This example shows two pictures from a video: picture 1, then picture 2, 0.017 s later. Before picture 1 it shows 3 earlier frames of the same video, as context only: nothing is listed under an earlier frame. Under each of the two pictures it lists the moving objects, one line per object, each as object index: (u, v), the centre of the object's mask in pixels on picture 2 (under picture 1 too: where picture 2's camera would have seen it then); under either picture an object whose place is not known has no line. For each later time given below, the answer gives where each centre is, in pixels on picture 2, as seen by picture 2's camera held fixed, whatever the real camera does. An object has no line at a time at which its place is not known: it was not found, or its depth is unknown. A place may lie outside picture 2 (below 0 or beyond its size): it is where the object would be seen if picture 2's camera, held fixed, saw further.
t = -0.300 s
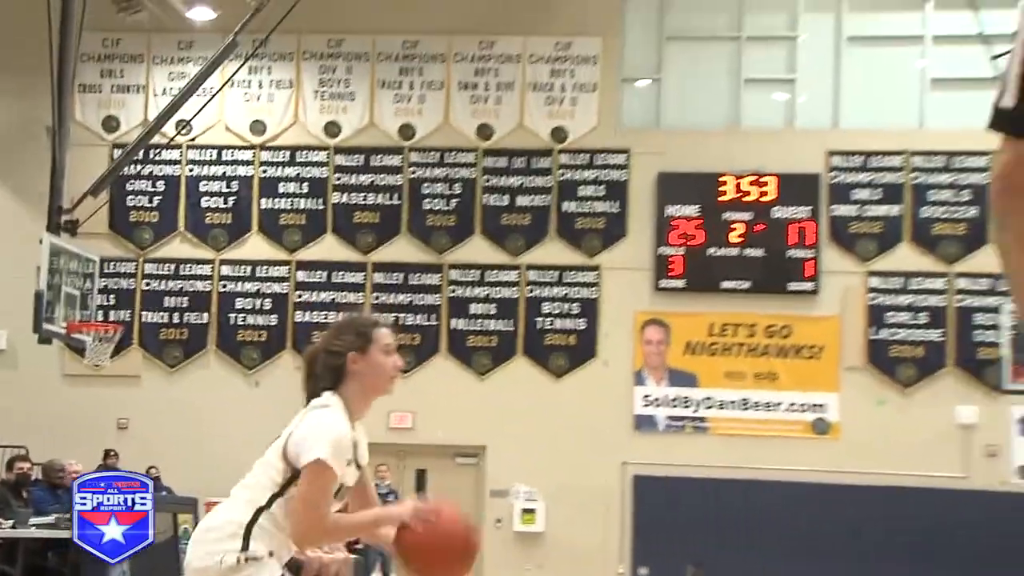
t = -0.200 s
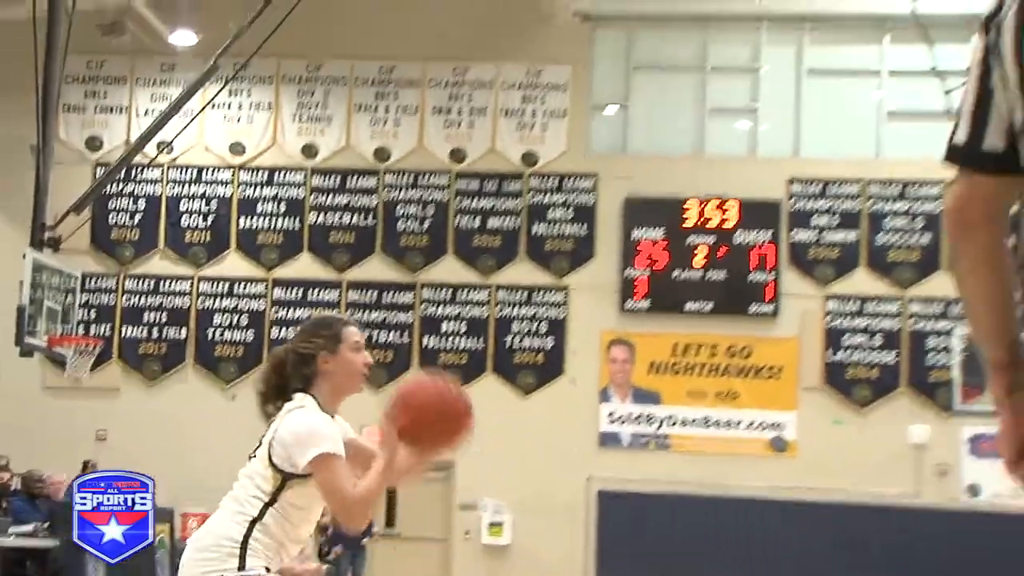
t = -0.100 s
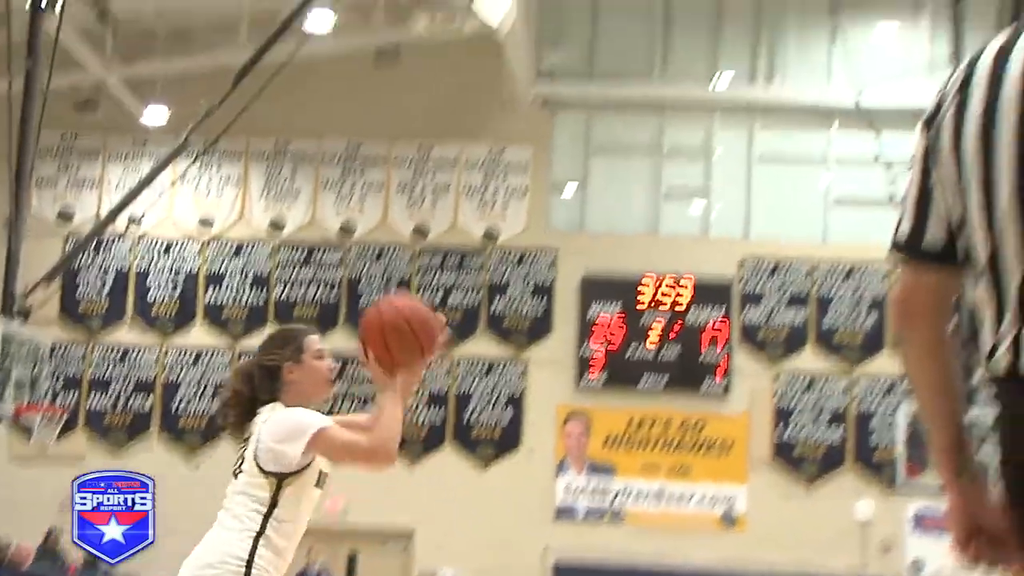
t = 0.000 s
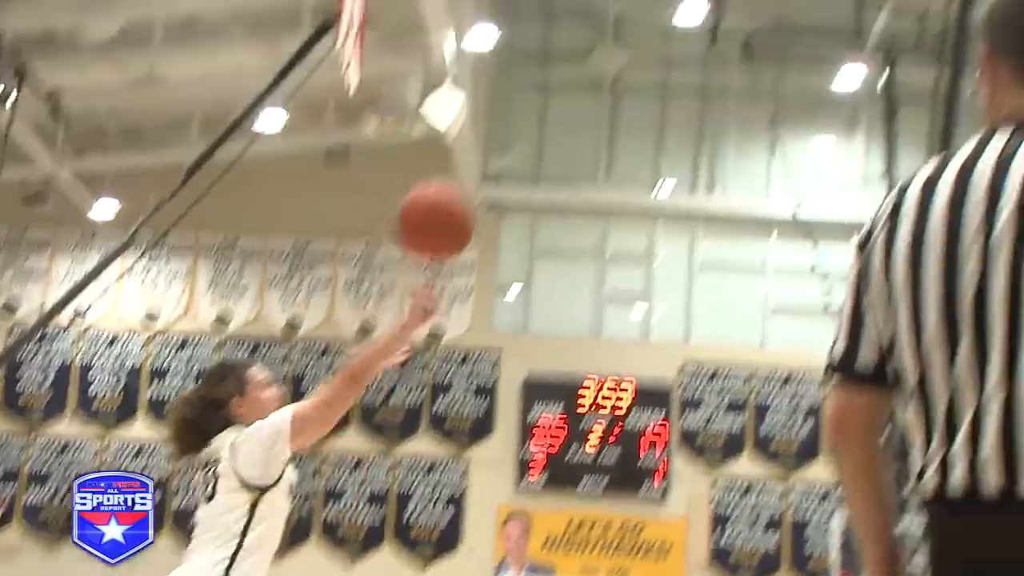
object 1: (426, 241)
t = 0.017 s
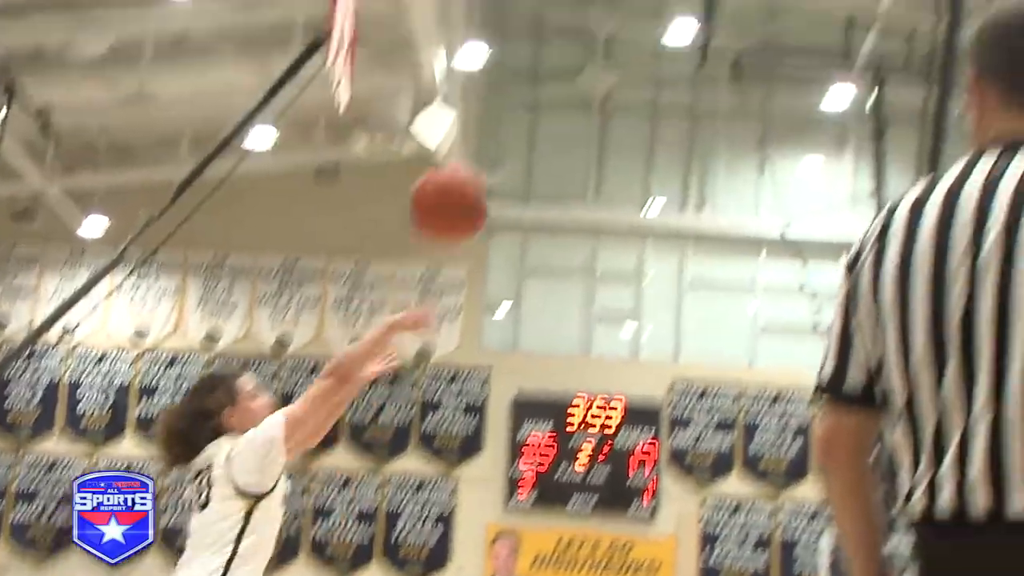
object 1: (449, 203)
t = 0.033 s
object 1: (473, 167)
